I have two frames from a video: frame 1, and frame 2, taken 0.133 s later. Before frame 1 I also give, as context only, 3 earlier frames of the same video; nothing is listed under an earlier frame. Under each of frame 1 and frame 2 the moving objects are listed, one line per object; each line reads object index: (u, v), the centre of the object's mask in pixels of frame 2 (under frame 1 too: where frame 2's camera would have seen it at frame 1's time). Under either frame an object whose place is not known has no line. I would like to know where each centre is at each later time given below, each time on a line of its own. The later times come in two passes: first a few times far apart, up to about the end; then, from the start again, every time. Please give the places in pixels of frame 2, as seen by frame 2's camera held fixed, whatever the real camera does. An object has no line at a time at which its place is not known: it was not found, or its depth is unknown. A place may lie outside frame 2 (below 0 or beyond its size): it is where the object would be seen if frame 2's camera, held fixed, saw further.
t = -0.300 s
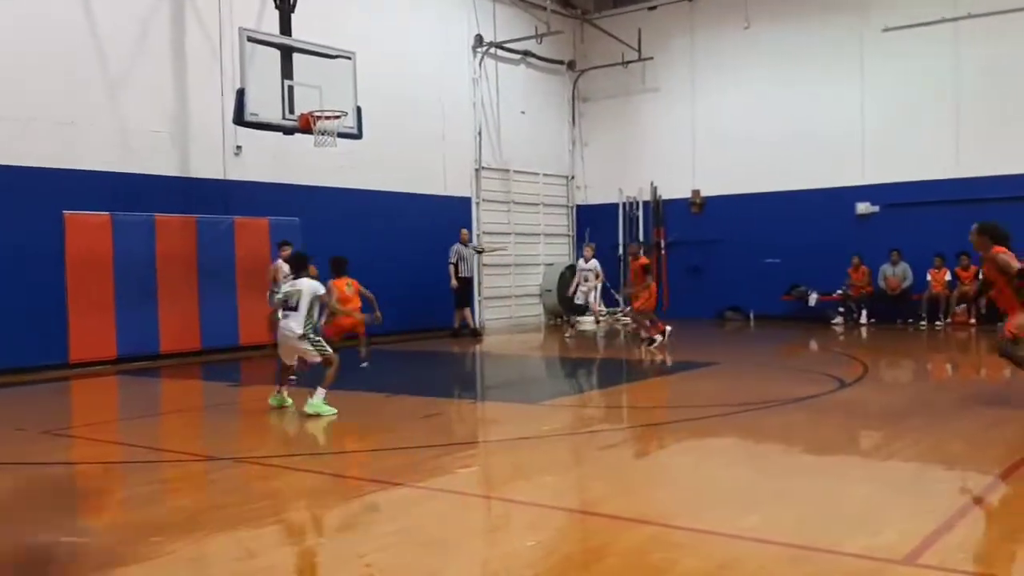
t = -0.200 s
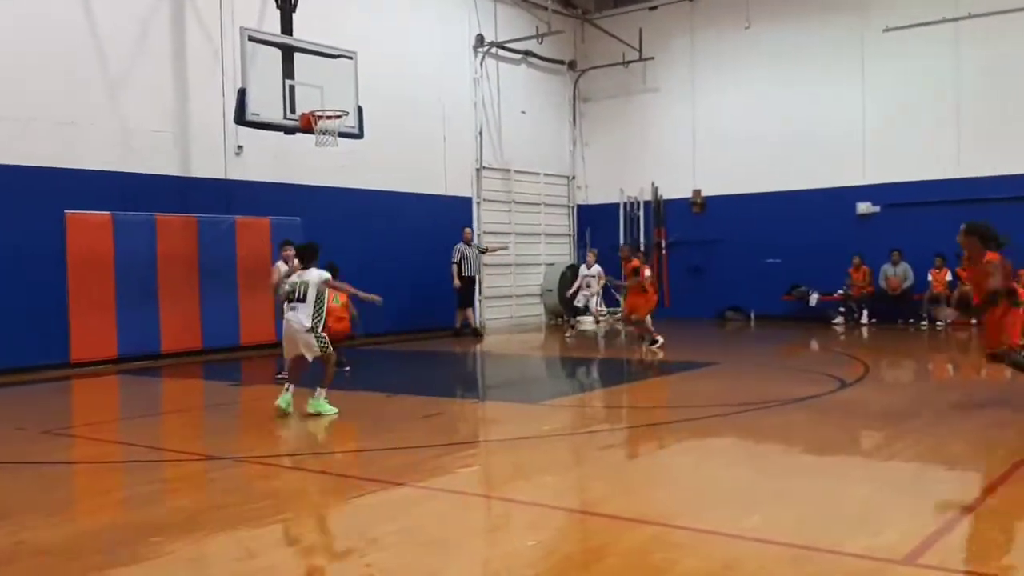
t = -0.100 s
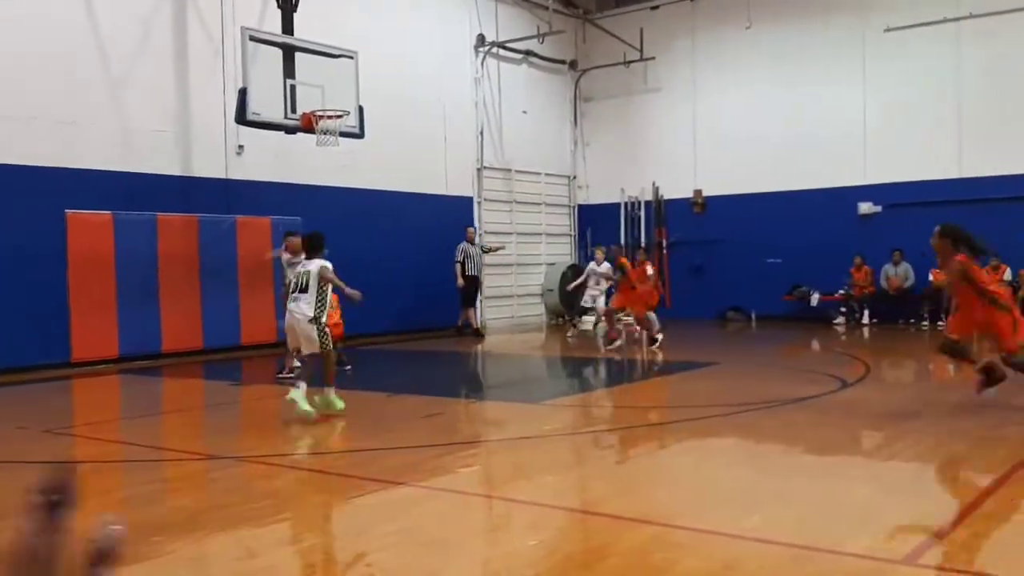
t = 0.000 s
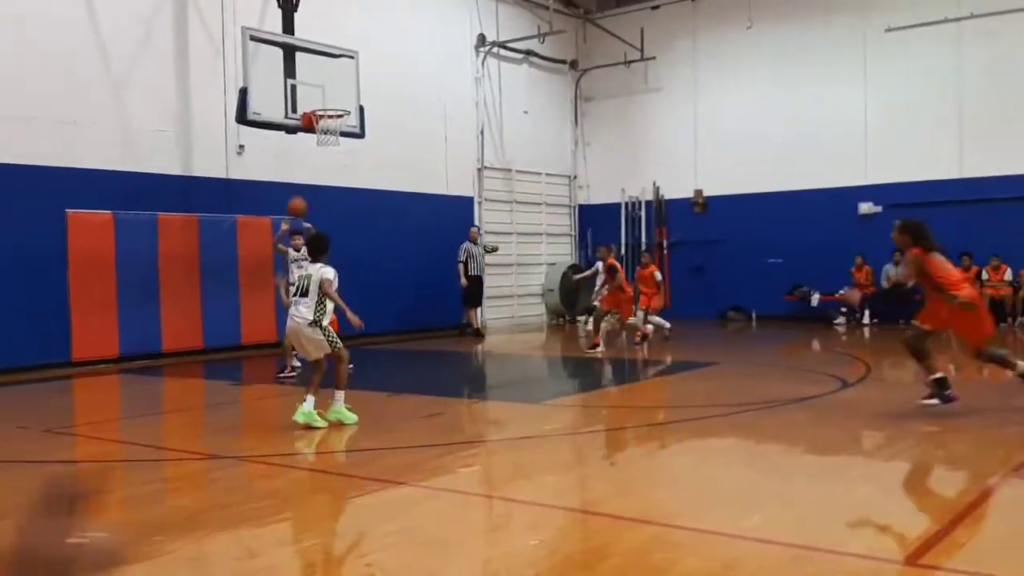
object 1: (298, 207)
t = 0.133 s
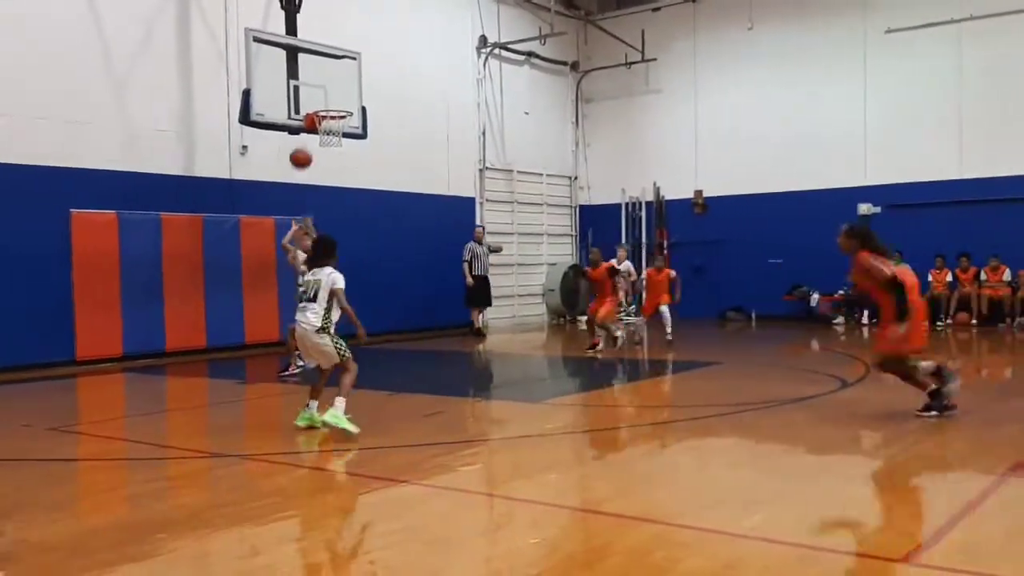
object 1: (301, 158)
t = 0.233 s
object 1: (303, 126)
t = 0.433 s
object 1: (308, 82)
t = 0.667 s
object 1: (320, 79)
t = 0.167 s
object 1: (301, 147)
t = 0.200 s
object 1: (301, 136)
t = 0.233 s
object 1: (303, 126)
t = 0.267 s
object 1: (303, 118)
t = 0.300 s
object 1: (303, 108)
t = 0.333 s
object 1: (304, 101)
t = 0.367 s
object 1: (305, 93)
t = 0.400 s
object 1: (307, 88)
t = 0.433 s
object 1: (308, 82)
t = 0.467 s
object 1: (310, 78)
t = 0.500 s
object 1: (311, 75)
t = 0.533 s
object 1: (312, 73)
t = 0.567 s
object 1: (314, 73)
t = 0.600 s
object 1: (316, 73)
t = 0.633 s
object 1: (318, 75)
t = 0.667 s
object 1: (320, 79)
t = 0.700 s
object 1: (322, 85)
